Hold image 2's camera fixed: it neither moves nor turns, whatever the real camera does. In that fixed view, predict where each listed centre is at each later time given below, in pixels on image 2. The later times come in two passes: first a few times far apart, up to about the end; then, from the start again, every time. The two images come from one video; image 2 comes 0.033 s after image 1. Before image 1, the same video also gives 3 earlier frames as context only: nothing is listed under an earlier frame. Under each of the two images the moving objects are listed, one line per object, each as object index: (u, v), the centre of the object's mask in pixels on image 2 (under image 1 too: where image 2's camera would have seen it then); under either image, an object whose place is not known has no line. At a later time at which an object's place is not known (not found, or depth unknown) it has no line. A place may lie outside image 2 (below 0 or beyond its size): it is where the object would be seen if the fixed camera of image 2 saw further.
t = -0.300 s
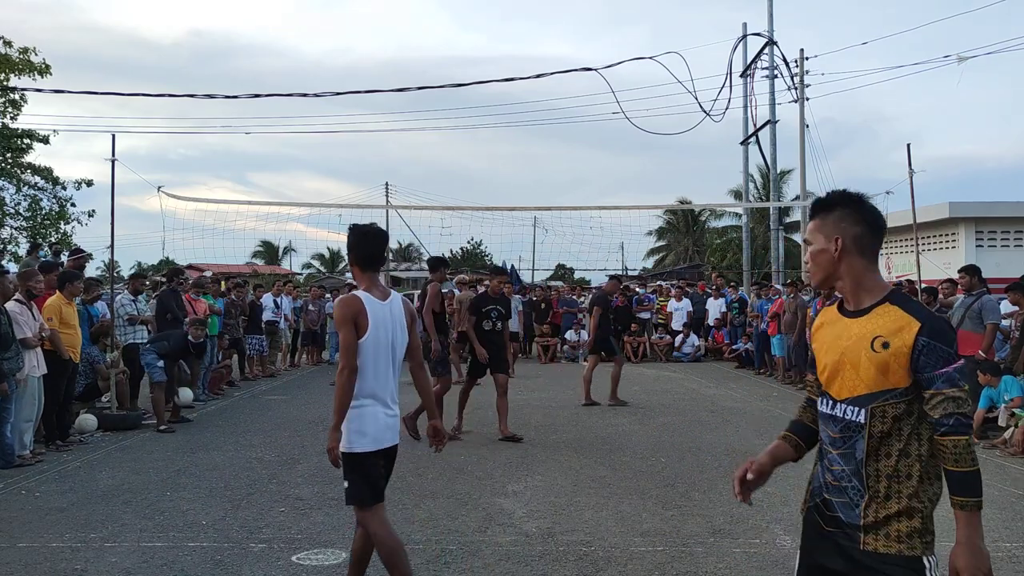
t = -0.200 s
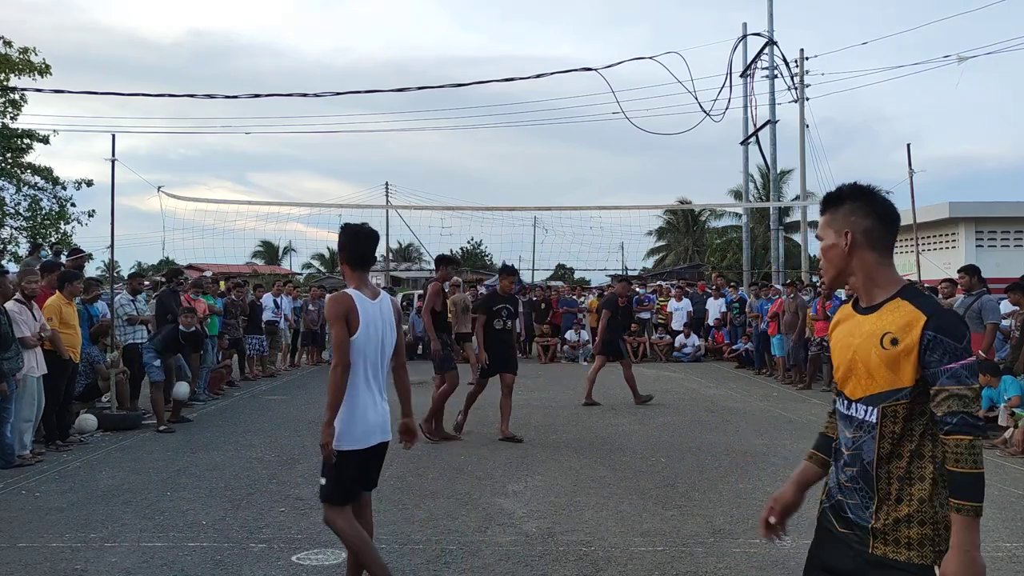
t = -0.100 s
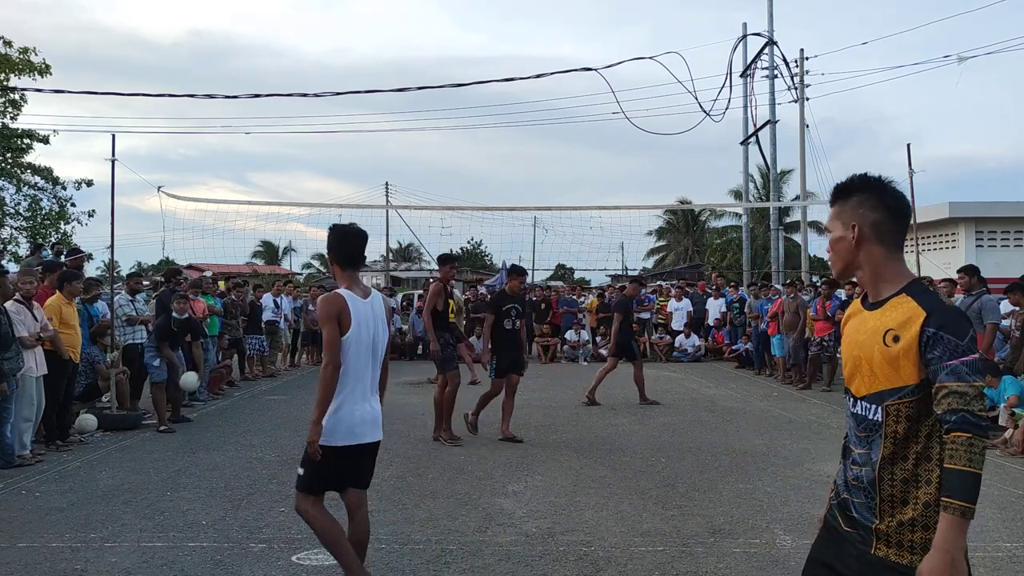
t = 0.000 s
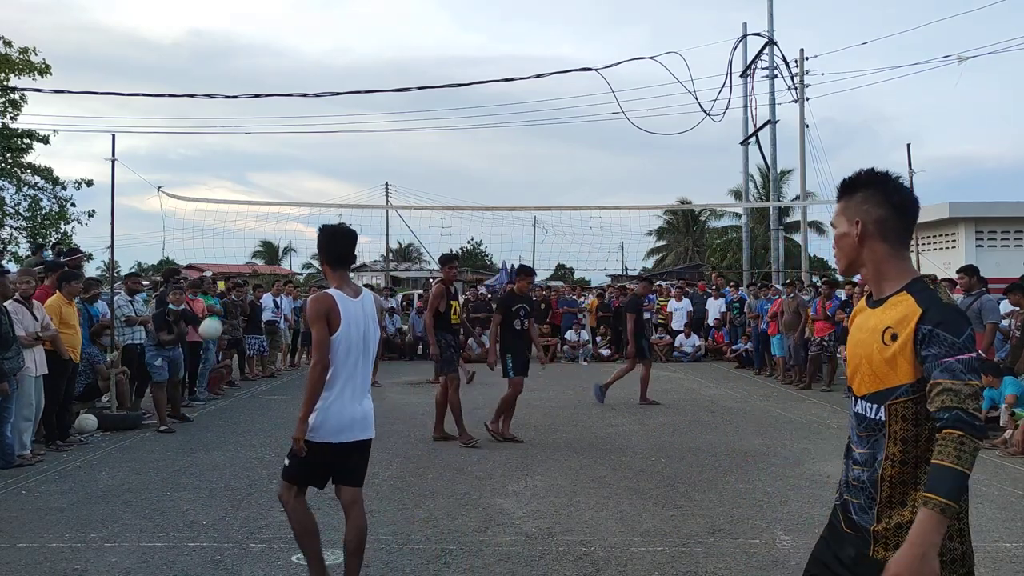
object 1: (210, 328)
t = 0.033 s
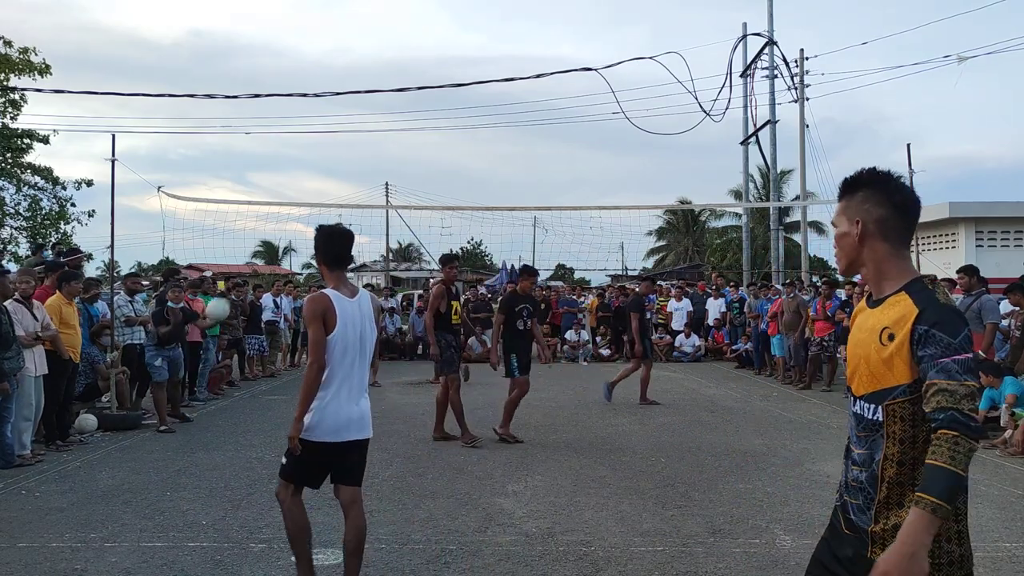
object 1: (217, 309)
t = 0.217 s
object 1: (264, 205)
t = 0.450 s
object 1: (338, 91)
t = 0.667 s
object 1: (428, 20)
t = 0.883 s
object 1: (562, 14)
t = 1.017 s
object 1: (693, 53)
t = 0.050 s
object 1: (221, 300)
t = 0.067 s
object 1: (225, 289)
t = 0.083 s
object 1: (229, 280)
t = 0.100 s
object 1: (233, 271)
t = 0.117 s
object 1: (239, 260)
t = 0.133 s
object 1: (242, 252)
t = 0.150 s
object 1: (246, 242)
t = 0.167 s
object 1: (250, 232)
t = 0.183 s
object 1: (255, 224)
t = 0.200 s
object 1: (259, 215)
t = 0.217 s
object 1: (264, 205)
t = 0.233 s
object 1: (269, 196)
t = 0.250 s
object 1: (274, 187)
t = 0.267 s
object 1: (278, 179)
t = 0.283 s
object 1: (283, 170)
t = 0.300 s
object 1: (288, 161)
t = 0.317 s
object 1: (294, 153)
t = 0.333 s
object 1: (299, 145)
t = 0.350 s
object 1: (304, 137)
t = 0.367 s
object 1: (309, 128)
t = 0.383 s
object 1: (315, 121)
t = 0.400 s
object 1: (321, 113)
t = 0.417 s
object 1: (326, 106)
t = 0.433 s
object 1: (332, 98)
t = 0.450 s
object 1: (338, 91)
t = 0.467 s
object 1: (344, 84)
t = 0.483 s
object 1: (350, 78)
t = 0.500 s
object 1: (356, 71)
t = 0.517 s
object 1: (362, 65)
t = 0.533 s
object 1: (369, 59)
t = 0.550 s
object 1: (375, 53)
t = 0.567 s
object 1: (383, 48)
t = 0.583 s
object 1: (390, 42)
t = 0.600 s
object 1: (397, 37)
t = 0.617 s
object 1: (404, 33)
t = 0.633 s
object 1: (412, 28)
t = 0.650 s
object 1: (420, 24)
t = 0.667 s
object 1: (428, 20)
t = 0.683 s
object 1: (436, 17)
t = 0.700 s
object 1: (445, 15)
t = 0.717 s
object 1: (454, 14)
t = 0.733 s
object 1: (463, 12)
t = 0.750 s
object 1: (473, 12)
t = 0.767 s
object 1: (483, 11)
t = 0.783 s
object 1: (493, 11)
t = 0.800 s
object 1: (503, 10)
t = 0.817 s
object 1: (514, 10)
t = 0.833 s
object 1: (525, 11)
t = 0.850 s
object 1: (537, 12)
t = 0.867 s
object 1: (550, 12)
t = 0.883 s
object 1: (562, 14)
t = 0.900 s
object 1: (576, 15)
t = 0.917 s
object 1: (590, 17)
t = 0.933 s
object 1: (605, 20)
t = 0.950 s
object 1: (621, 23)
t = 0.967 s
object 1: (638, 28)
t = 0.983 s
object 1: (655, 35)
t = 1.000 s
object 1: (674, 43)
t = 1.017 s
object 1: (693, 53)
